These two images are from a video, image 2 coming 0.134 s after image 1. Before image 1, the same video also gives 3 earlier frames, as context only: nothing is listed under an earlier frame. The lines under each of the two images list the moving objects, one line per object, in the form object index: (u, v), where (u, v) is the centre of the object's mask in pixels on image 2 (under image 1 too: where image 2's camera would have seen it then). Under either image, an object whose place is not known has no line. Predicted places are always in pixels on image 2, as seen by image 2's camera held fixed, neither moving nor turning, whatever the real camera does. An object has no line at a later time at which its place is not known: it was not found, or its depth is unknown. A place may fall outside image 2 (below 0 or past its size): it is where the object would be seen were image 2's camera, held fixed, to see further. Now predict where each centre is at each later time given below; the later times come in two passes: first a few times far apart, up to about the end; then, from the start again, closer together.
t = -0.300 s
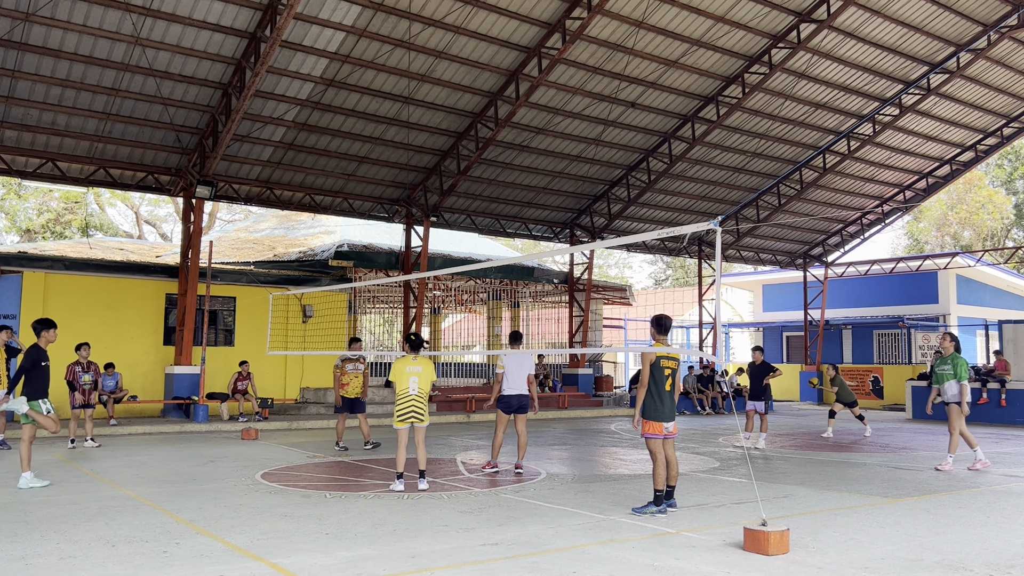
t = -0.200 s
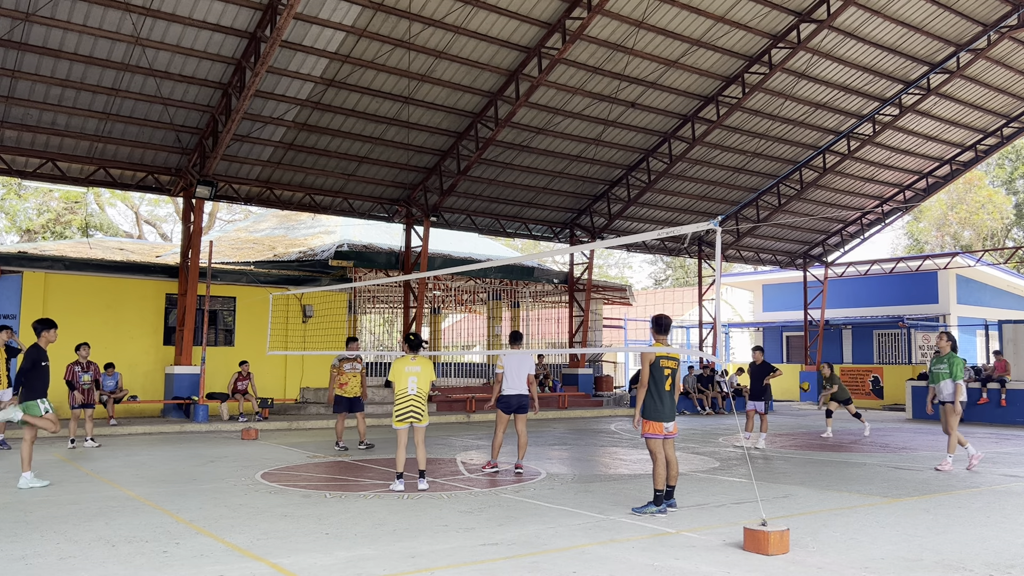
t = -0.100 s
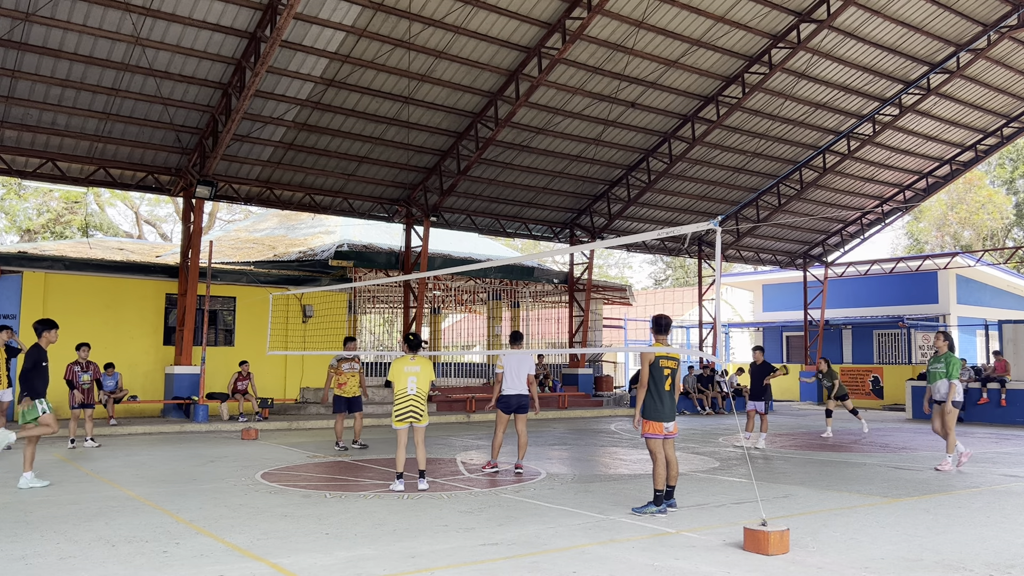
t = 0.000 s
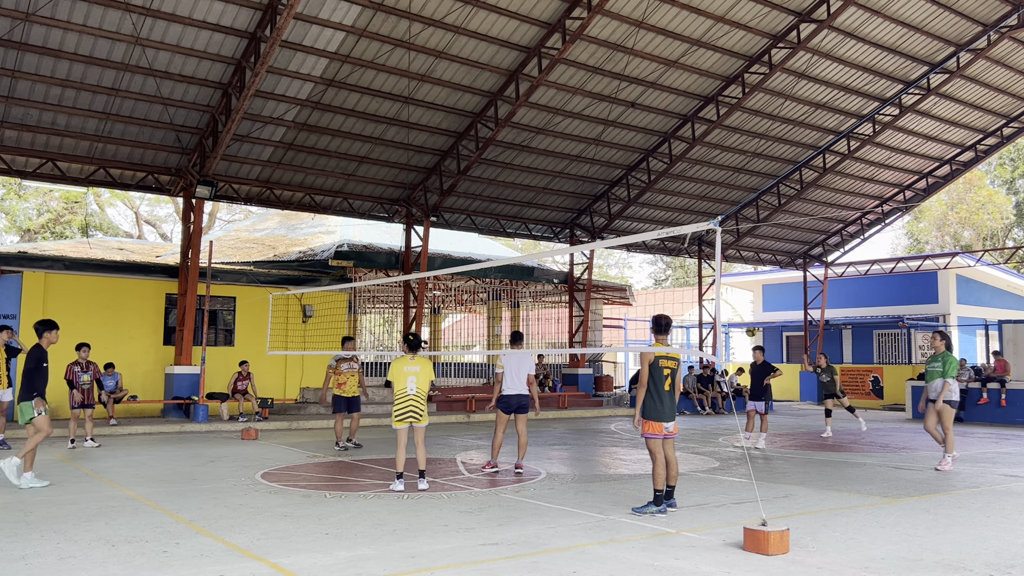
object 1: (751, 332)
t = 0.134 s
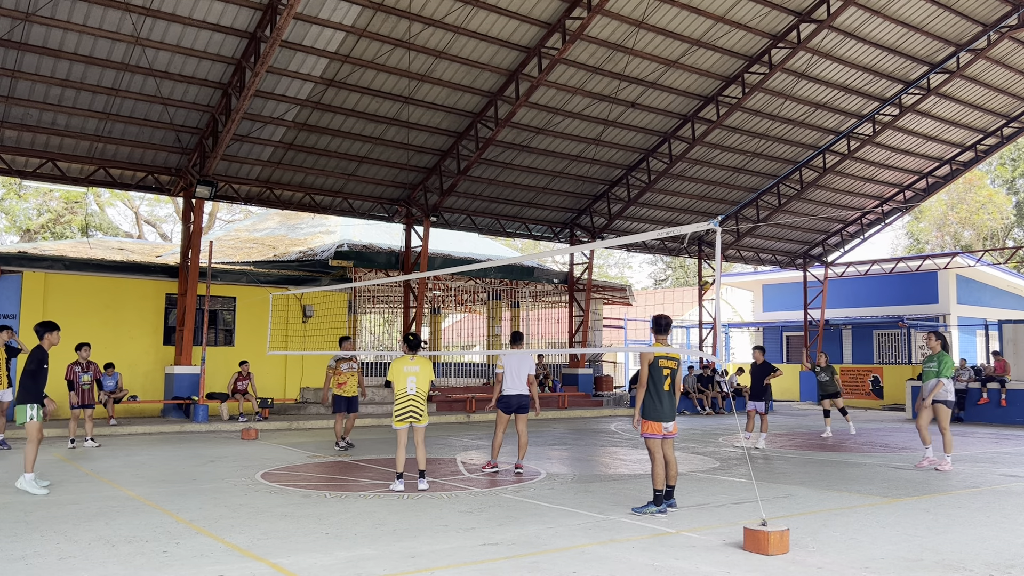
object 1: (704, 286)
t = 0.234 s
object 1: (668, 255)
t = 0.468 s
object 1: (576, 201)
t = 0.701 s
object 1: (471, 174)
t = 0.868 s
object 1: (385, 174)
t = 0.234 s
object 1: (668, 255)
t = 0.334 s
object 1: (629, 228)
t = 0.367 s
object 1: (616, 221)
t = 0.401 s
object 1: (603, 214)
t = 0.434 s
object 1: (589, 207)
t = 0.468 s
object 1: (576, 201)
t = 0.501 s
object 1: (561, 195)
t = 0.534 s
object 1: (547, 190)
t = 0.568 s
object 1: (533, 186)
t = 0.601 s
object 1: (518, 182)
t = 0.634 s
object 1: (502, 178)
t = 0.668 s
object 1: (487, 175)
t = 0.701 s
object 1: (471, 174)
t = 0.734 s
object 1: (455, 172)
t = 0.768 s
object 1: (438, 172)
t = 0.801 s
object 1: (420, 172)
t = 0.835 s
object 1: (403, 173)
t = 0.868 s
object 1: (385, 174)
